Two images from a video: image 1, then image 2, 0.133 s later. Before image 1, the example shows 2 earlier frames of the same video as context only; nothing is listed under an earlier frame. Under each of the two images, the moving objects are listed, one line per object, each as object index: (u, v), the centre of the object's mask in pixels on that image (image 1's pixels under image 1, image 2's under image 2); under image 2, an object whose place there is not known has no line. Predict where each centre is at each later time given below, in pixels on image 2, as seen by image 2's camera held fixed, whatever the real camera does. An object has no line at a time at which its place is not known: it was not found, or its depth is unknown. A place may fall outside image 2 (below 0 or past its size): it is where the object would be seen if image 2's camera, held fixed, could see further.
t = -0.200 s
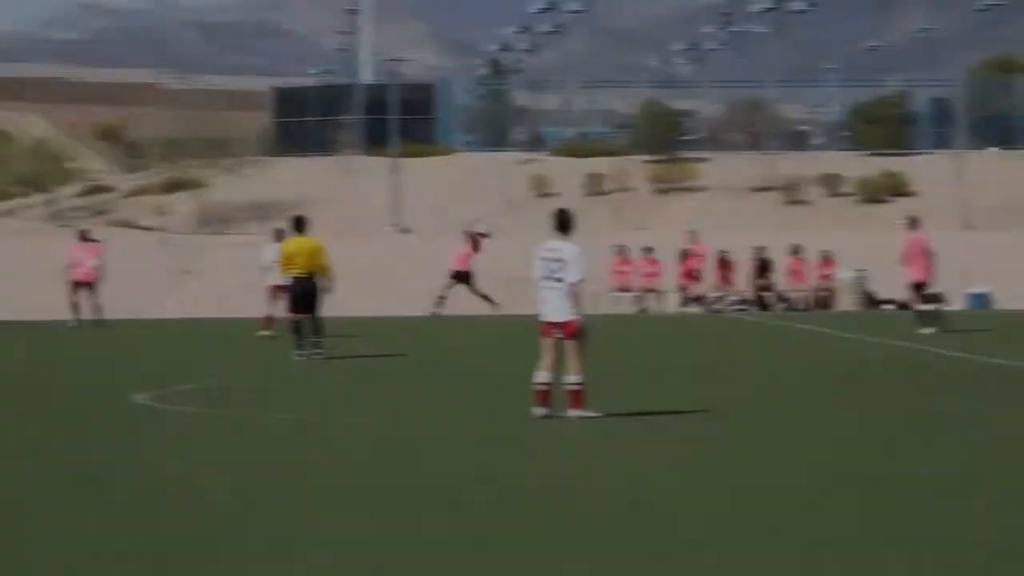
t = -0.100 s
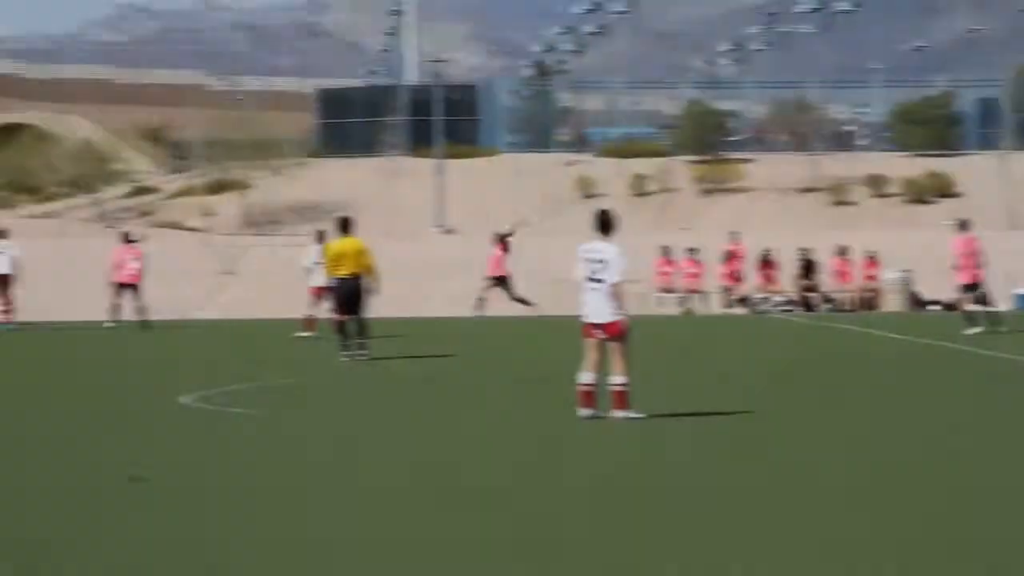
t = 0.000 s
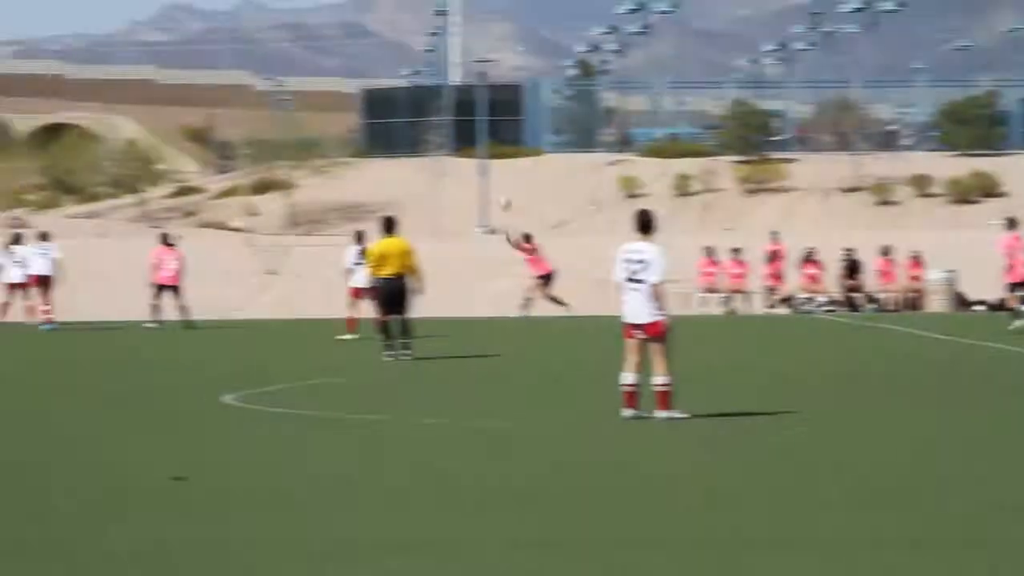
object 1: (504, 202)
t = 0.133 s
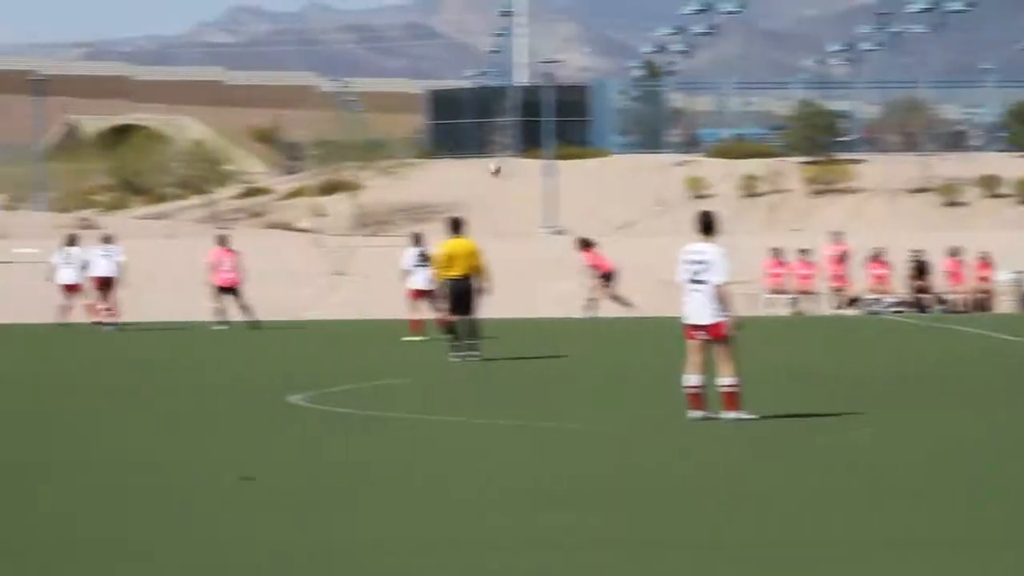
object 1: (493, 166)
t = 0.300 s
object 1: (398, 138)
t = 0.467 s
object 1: (300, 124)
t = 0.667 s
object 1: (182, 126)
